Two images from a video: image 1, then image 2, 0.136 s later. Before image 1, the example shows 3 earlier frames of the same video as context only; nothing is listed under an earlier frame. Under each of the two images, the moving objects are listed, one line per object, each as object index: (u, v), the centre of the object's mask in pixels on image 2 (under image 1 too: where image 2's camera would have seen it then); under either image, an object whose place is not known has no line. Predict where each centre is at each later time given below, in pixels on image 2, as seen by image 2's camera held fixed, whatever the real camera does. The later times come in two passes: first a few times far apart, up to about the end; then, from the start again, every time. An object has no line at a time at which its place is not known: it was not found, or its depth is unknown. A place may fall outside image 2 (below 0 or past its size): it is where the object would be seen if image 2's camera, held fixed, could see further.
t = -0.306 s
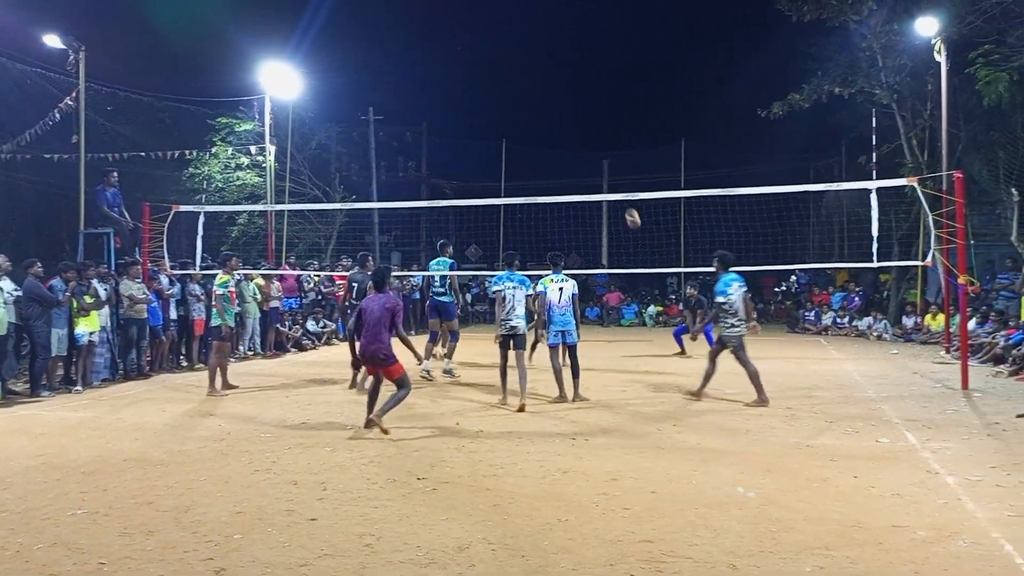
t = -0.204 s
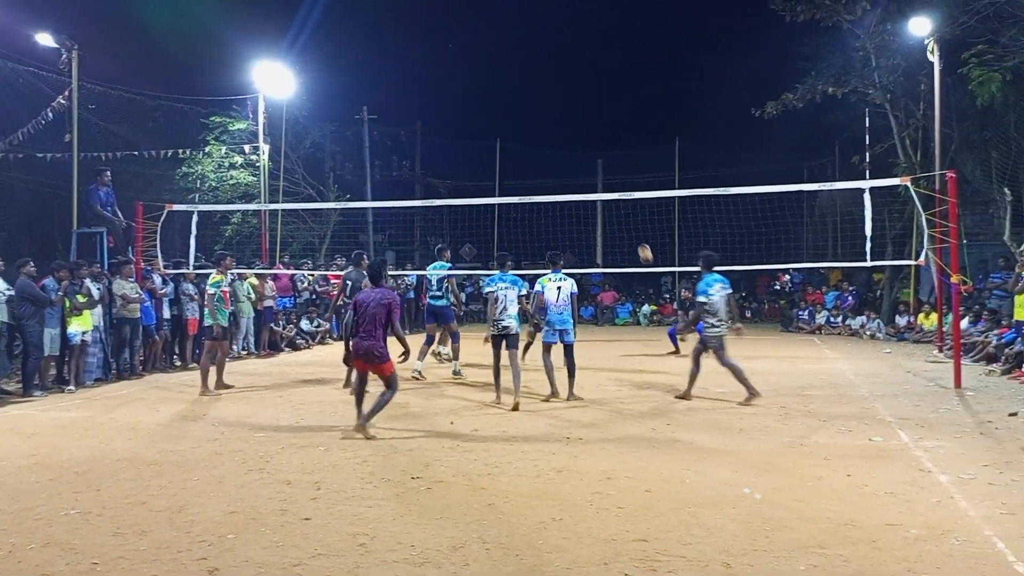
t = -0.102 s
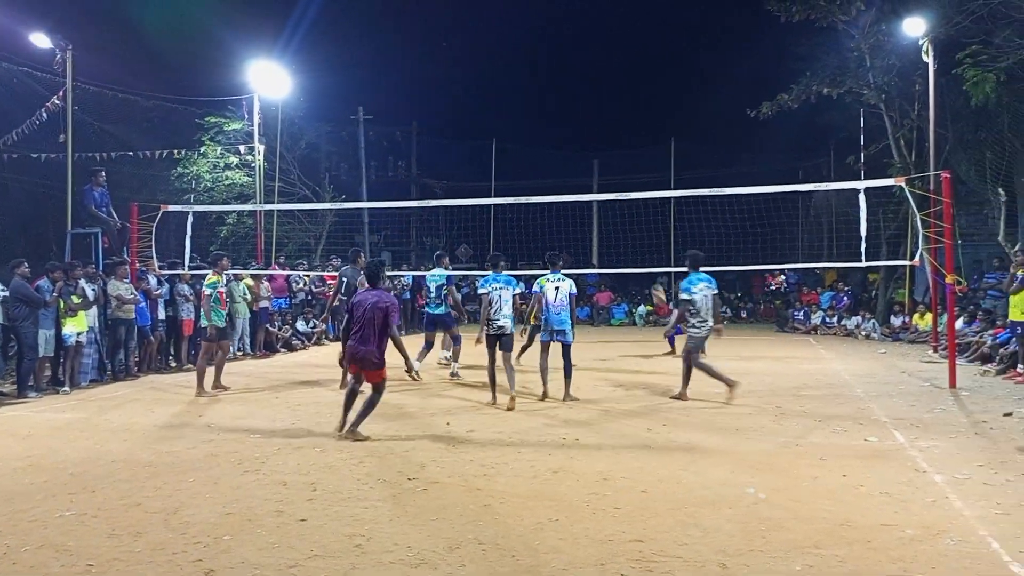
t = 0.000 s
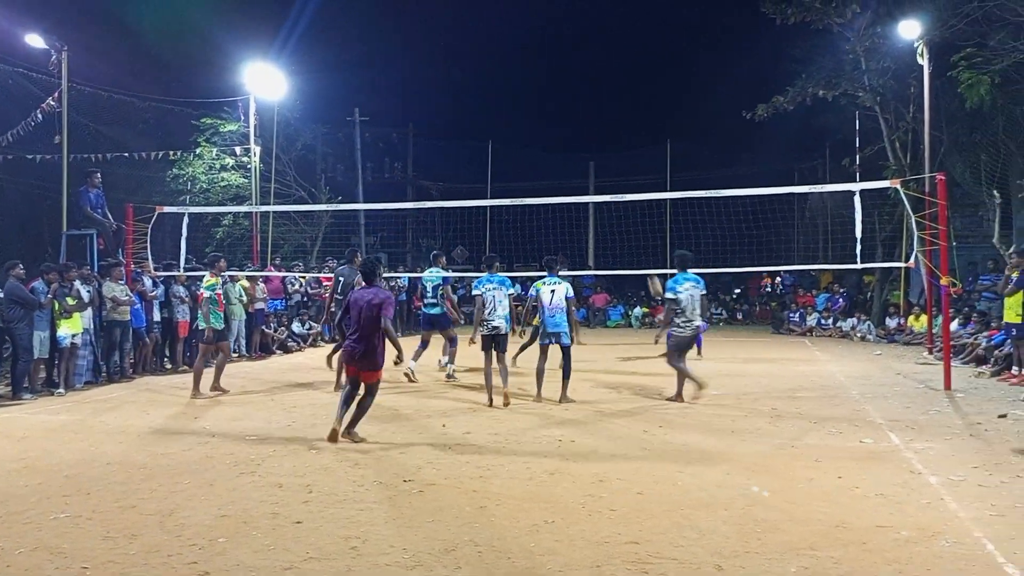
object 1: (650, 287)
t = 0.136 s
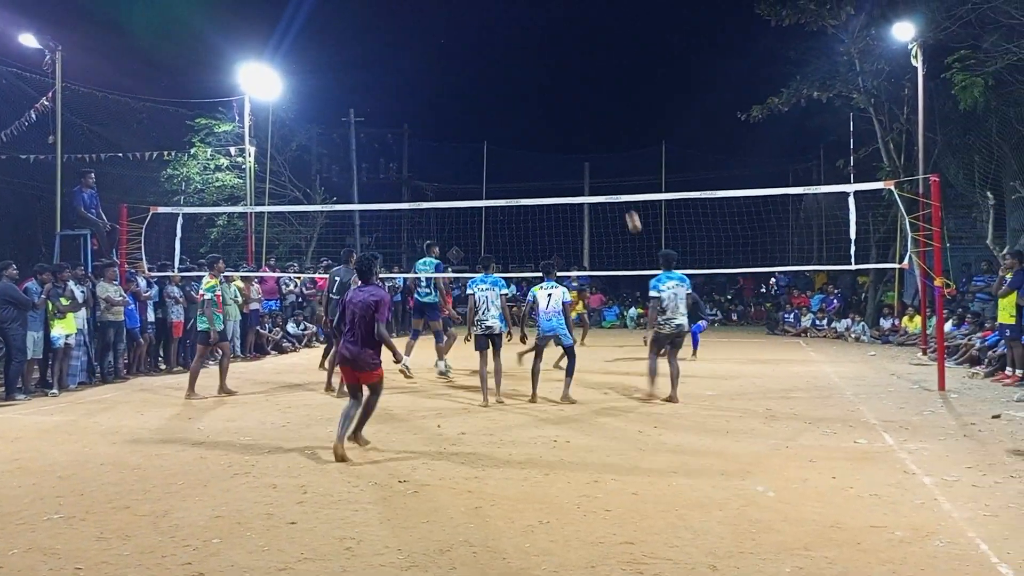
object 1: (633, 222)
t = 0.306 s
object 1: (614, 155)
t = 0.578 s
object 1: (584, 81)
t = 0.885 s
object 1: (550, 50)
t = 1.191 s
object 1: (518, 75)
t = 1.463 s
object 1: (491, 144)
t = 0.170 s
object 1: (630, 210)
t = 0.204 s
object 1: (624, 189)
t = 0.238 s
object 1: (621, 179)
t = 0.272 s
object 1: (618, 167)
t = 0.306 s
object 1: (614, 155)
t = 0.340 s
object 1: (609, 143)
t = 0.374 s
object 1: (606, 133)
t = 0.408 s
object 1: (602, 122)
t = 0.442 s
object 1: (598, 112)
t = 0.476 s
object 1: (595, 104)
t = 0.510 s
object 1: (591, 95)
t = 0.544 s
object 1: (587, 88)
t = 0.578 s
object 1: (584, 81)
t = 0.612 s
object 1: (580, 75)
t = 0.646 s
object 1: (576, 70)
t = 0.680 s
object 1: (572, 65)
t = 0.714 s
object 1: (569, 61)
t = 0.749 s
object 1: (565, 57)
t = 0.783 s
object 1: (561, 54)
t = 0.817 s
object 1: (558, 52)
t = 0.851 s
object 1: (554, 51)
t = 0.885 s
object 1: (550, 50)
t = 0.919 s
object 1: (547, 50)
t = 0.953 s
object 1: (543, 51)
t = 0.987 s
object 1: (539, 52)
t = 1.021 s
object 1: (536, 54)
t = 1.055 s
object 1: (532, 57)
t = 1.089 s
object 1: (529, 60)
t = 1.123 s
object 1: (525, 64)
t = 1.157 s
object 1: (522, 69)
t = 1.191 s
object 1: (518, 75)
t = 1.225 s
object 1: (515, 81)
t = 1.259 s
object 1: (511, 88)
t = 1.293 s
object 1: (508, 96)
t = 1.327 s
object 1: (504, 104)
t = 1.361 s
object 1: (501, 113)
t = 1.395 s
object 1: (498, 123)
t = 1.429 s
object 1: (494, 134)
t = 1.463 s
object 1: (491, 144)
